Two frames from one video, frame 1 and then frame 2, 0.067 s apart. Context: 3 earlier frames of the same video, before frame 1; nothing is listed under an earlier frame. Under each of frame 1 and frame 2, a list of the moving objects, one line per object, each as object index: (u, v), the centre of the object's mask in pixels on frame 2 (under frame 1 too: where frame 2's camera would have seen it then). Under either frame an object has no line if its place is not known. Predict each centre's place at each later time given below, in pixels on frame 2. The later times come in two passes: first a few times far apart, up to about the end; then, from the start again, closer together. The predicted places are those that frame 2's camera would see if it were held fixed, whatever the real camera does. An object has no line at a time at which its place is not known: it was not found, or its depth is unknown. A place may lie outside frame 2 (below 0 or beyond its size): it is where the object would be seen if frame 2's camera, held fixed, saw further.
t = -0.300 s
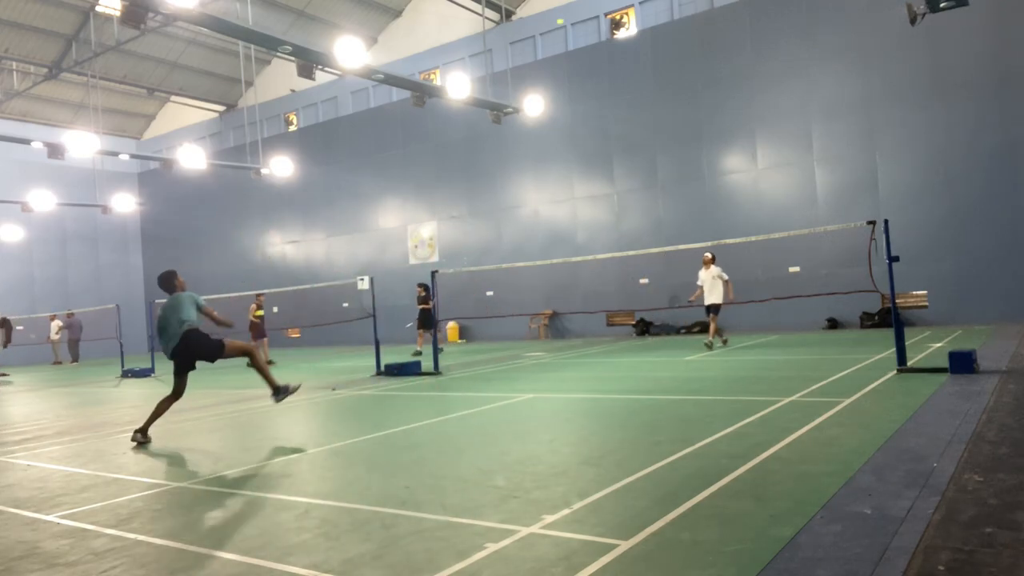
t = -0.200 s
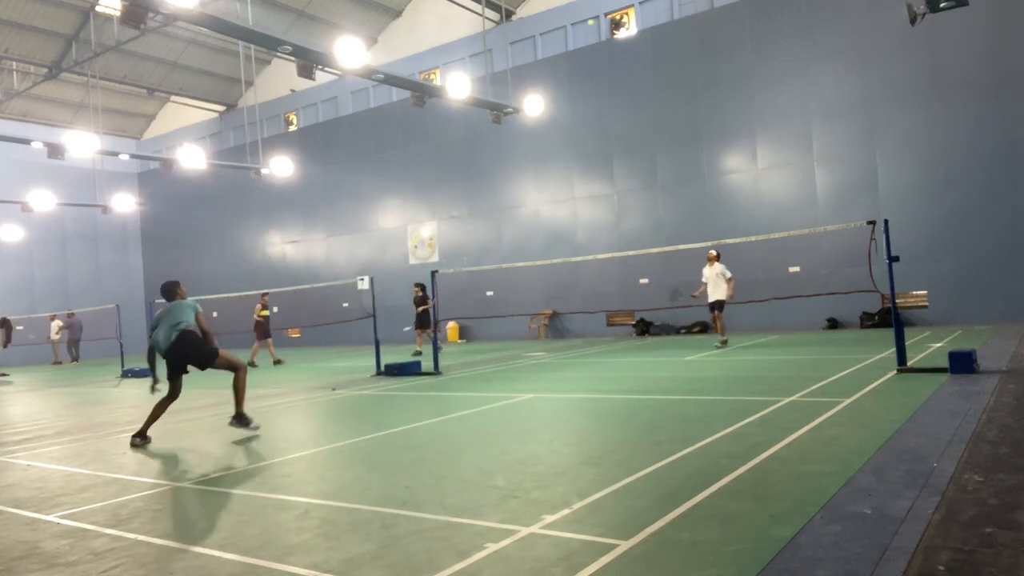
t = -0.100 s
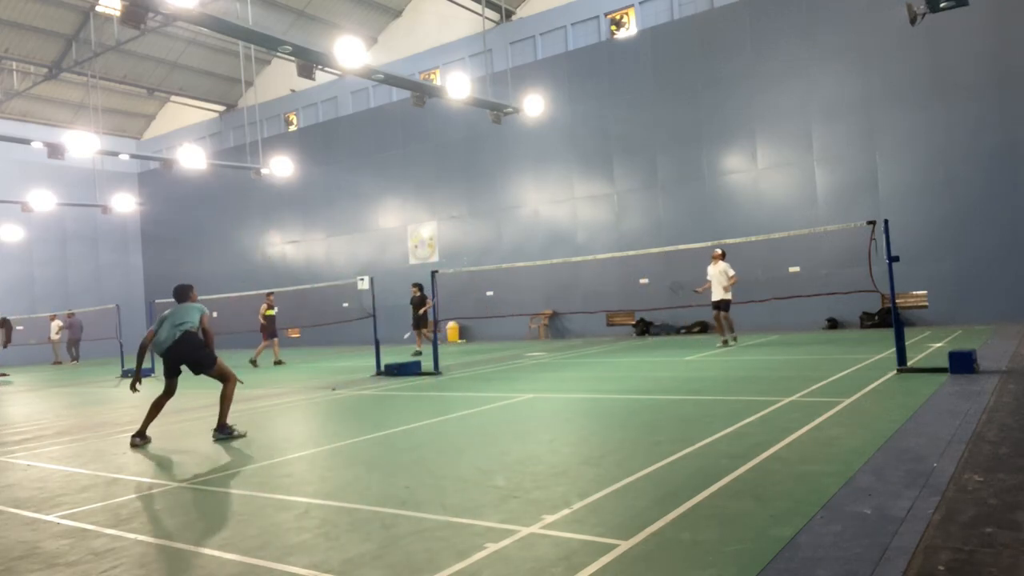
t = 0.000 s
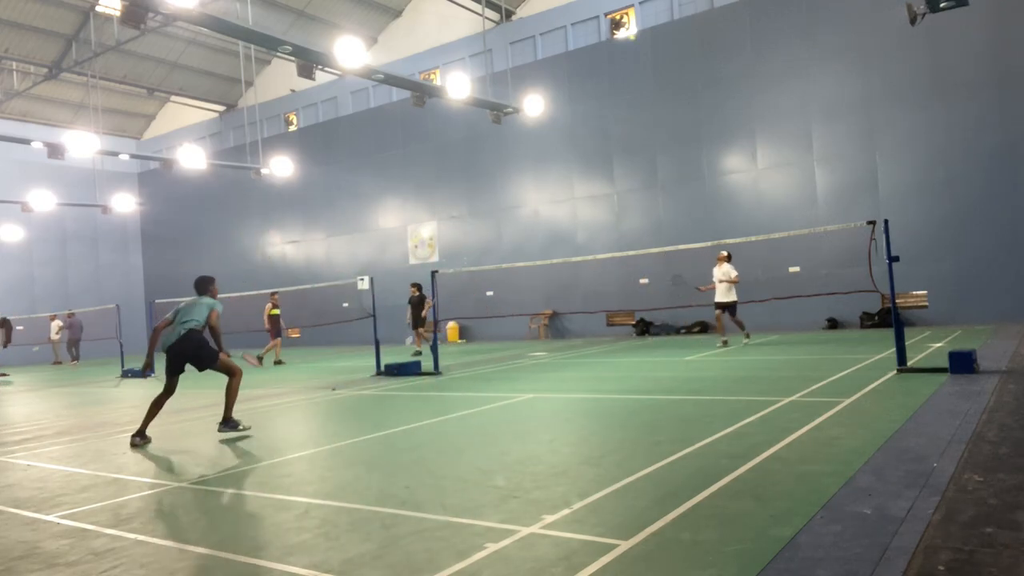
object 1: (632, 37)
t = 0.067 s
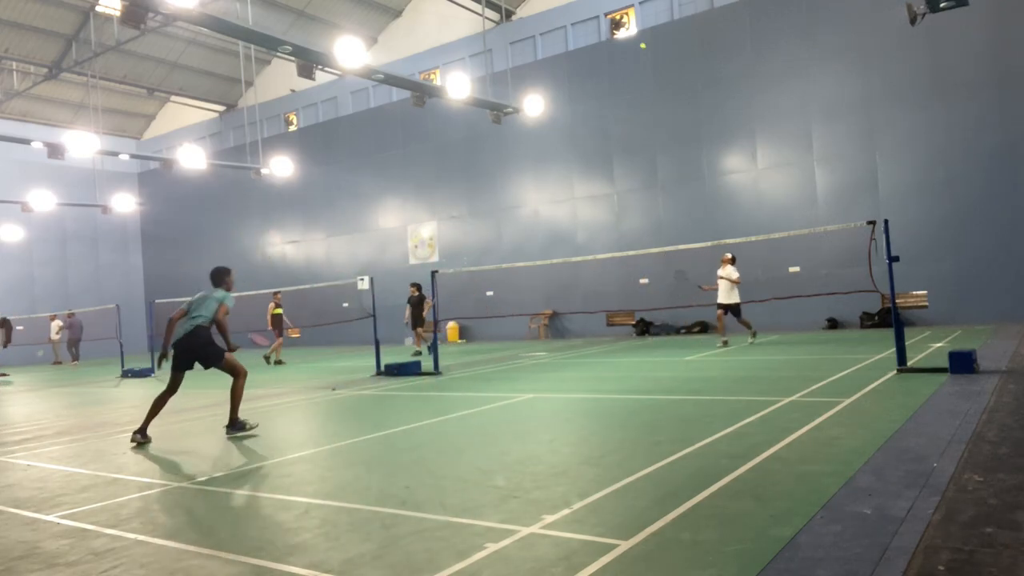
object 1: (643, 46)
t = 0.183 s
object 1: (659, 63)
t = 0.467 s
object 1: (690, 118)
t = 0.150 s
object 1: (654, 58)
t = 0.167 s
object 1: (657, 60)
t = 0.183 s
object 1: (659, 63)
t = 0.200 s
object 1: (661, 66)
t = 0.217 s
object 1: (663, 68)
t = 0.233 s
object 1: (665, 72)
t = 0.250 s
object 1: (667, 75)
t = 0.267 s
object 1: (669, 78)
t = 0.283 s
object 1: (671, 81)
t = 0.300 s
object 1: (673, 84)
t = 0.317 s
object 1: (674, 87)
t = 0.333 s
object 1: (676, 90)
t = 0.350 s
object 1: (678, 94)
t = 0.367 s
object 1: (680, 97)
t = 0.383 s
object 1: (681, 101)
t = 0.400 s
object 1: (683, 104)
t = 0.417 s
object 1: (685, 108)
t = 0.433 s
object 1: (687, 111)
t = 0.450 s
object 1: (688, 115)
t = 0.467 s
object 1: (690, 118)
